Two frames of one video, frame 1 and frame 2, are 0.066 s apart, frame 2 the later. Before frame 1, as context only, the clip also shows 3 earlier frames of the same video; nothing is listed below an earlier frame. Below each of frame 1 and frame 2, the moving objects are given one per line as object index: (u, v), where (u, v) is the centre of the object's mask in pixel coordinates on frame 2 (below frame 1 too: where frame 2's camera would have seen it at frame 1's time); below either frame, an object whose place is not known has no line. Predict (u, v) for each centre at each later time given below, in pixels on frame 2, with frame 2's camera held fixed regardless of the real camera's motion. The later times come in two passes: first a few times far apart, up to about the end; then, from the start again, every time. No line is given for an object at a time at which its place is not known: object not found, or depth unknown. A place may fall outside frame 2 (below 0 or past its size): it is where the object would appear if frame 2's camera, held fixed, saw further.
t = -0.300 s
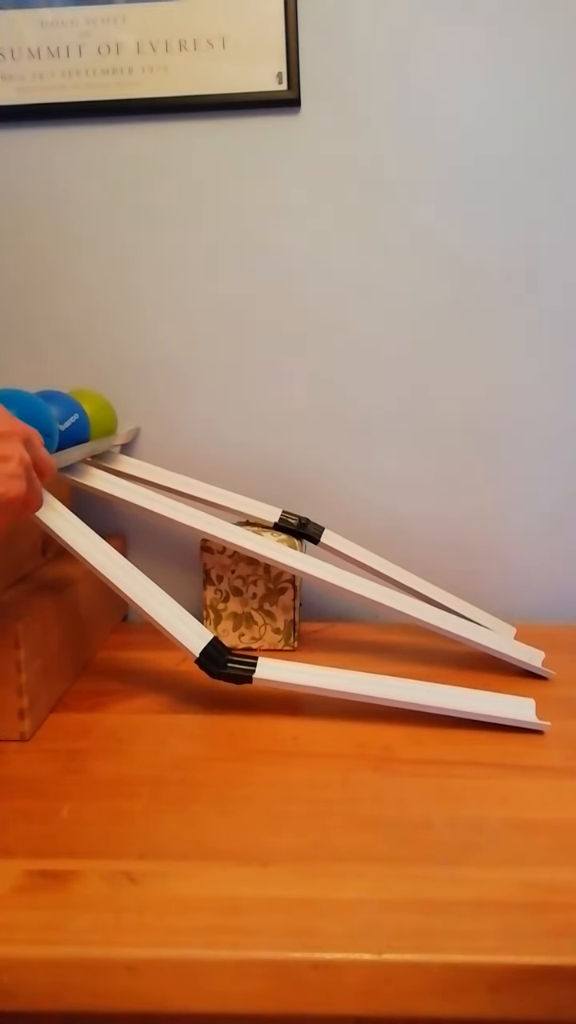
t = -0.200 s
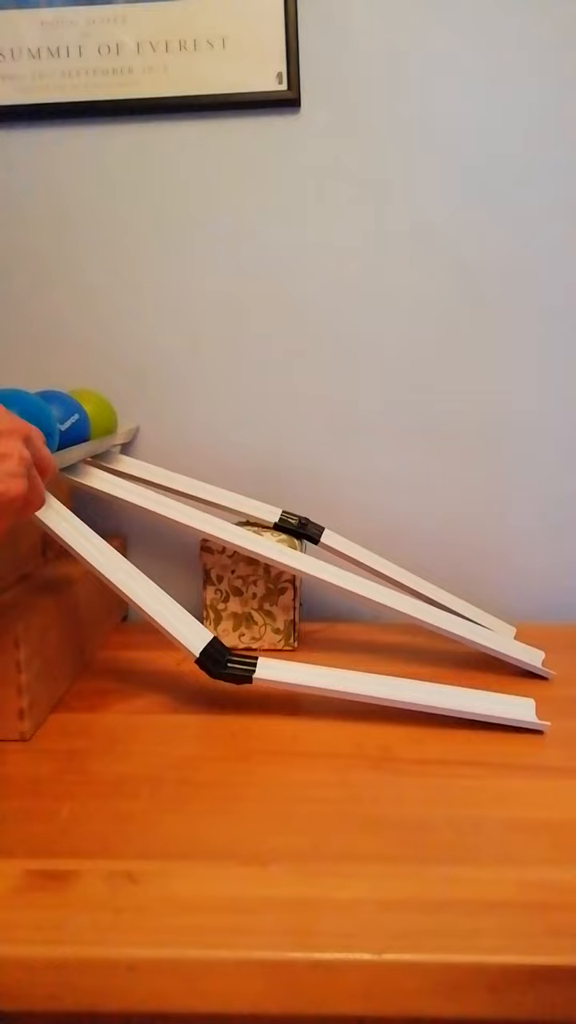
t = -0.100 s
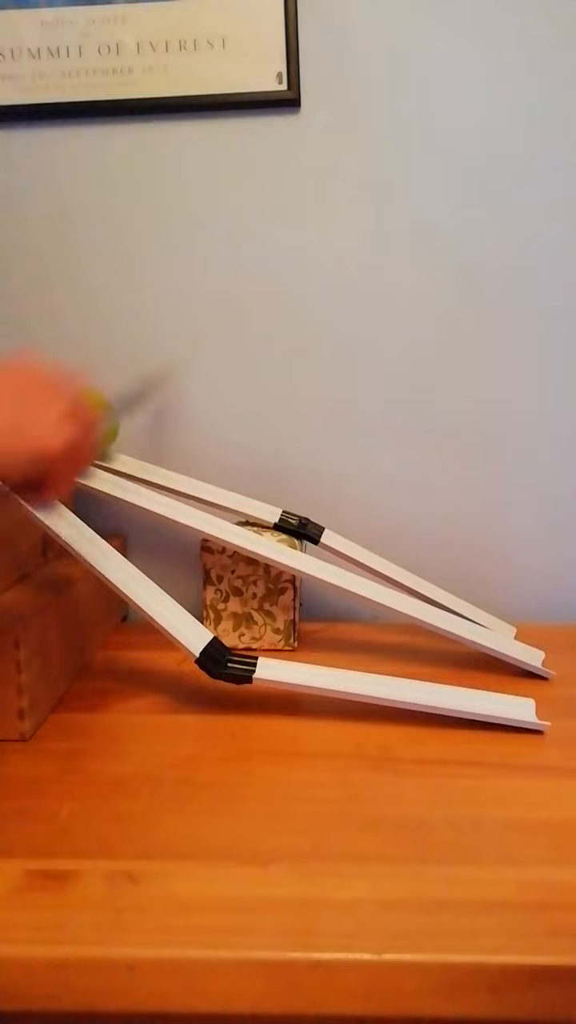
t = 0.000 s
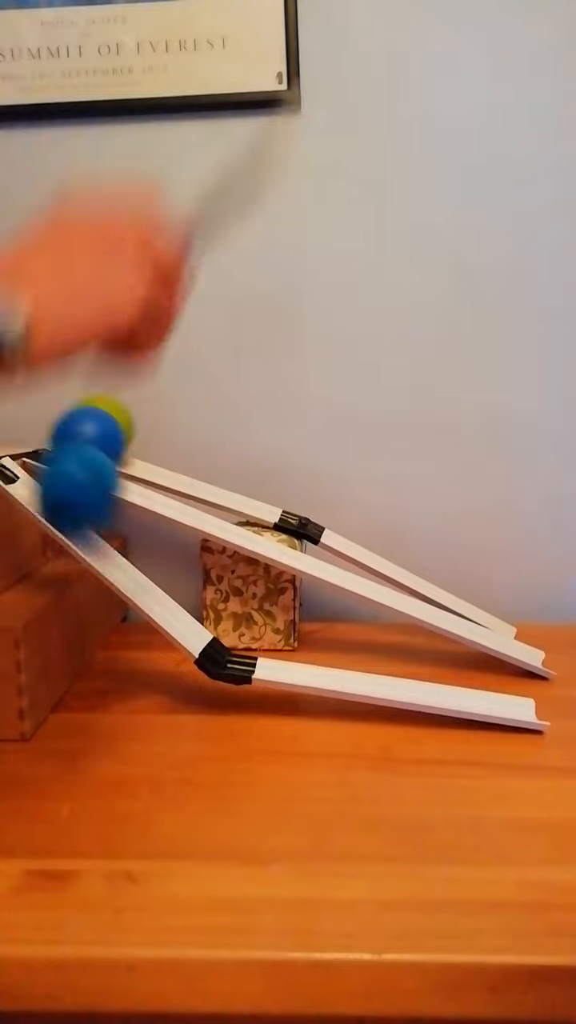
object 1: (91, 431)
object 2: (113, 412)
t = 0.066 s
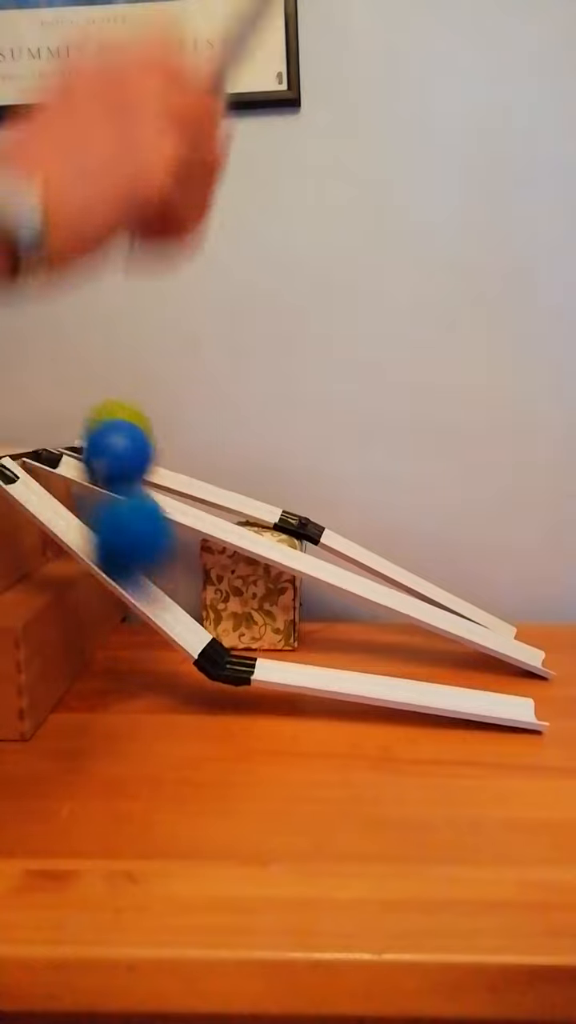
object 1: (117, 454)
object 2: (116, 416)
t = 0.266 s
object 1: (256, 511)
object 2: (208, 464)
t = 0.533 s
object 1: (546, 629)
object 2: (418, 553)
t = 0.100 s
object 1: (135, 462)
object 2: (125, 421)
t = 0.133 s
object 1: (154, 471)
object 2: (136, 428)
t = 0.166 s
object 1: (177, 480)
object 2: (151, 437)
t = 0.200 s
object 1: (200, 489)
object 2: (168, 446)
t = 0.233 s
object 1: (227, 499)
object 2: (187, 455)
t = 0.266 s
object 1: (256, 511)
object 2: (208, 464)
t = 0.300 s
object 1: (286, 524)
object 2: (231, 473)
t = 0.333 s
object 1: (317, 536)
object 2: (252, 480)
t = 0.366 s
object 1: (352, 550)
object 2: (276, 487)
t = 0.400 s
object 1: (389, 564)
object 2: (302, 496)
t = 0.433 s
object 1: (427, 578)
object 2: (329, 506)
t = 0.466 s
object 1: (467, 595)
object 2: (356, 522)
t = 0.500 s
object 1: (508, 612)
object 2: (386, 537)
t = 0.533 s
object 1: (546, 629)
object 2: (418, 553)
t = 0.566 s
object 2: (453, 571)
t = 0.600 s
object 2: (491, 591)
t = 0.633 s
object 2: (532, 611)
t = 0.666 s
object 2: (559, 610)
